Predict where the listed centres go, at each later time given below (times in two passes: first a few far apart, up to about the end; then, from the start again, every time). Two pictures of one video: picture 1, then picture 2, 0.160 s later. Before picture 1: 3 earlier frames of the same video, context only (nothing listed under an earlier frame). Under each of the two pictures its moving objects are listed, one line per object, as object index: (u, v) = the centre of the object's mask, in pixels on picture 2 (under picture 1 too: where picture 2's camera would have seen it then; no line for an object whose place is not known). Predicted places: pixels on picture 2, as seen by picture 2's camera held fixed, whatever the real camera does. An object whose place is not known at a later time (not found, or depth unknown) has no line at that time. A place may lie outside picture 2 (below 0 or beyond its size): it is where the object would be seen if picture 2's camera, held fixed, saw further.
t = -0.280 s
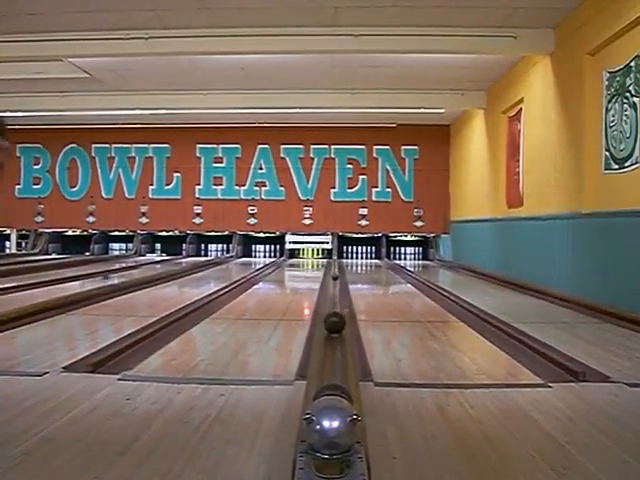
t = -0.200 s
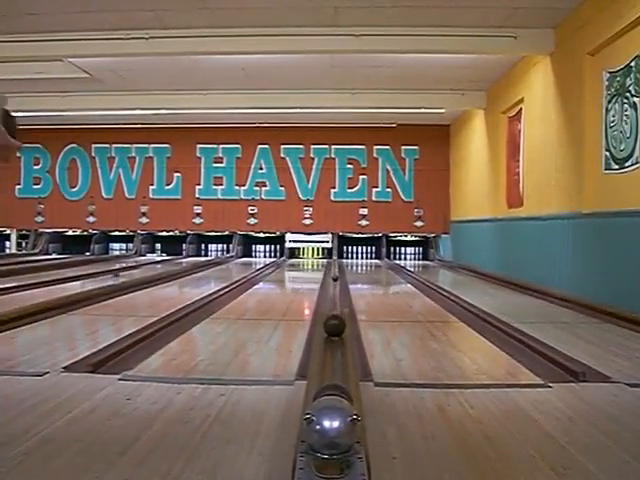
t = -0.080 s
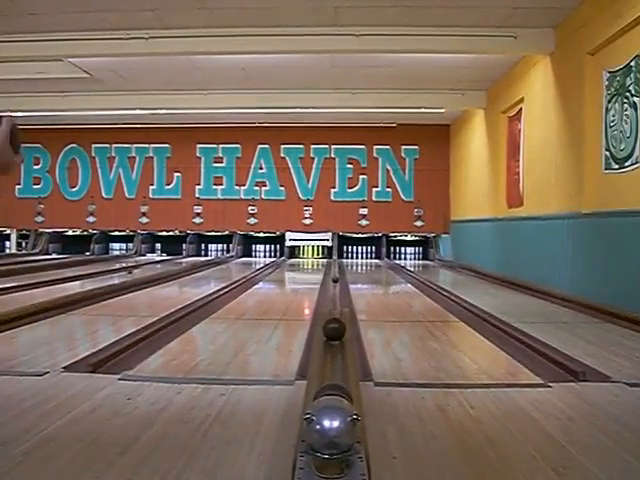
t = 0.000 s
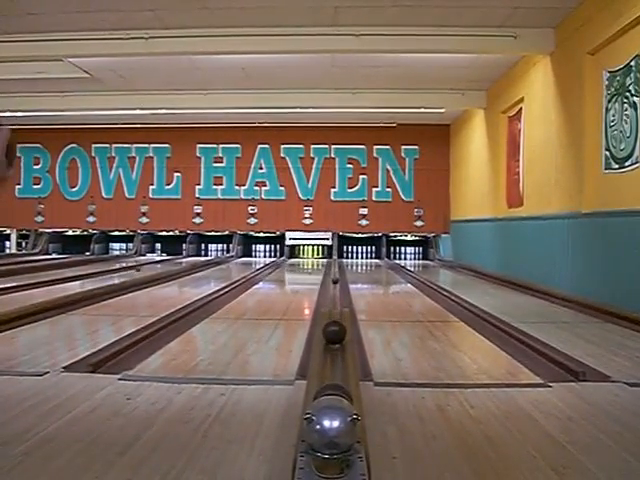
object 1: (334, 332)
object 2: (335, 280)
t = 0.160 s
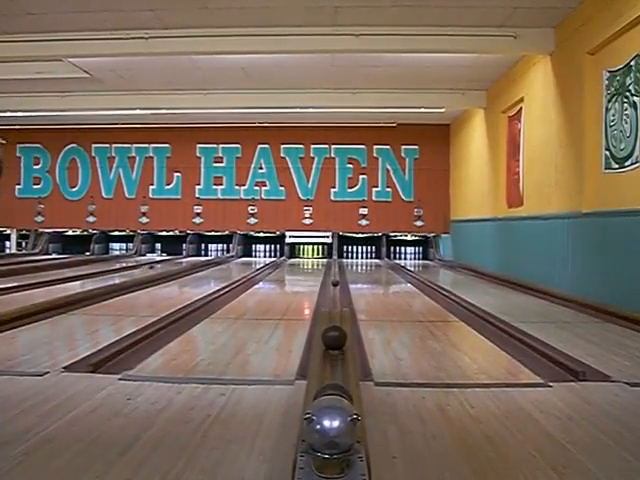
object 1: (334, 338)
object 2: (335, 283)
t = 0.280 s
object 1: (334, 343)
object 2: (334, 285)
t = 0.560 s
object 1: (334, 356)
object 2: (335, 289)
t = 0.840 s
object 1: (333, 370)
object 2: (334, 294)
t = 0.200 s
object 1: (334, 340)
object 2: (335, 283)
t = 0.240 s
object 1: (334, 341)
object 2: (335, 284)
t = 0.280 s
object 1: (334, 343)
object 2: (334, 285)
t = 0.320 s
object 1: (334, 345)
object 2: (334, 285)
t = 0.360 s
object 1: (334, 346)
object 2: (334, 286)
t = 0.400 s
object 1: (333, 348)
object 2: (334, 286)
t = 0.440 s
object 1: (334, 350)
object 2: (334, 287)
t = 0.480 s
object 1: (334, 352)
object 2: (334, 287)
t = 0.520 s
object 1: (334, 354)
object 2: (334, 288)
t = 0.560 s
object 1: (334, 356)
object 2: (335, 289)
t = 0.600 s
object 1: (334, 358)
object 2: (335, 289)
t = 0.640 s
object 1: (333, 360)
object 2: (335, 290)
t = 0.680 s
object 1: (334, 362)
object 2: (334, 291)
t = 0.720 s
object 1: (333, 364)
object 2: (334, 292)
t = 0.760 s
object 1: (333, 366)
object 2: (334, 292)
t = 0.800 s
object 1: (334, 368)
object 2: (334, 293)
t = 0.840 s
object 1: (333, 370)
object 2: (334, 294)
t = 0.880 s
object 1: (333, 371)
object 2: (335, 295)
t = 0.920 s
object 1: (334, 372)
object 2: (335, 295)
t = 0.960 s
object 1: (333, 374)
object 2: (335, 296)
